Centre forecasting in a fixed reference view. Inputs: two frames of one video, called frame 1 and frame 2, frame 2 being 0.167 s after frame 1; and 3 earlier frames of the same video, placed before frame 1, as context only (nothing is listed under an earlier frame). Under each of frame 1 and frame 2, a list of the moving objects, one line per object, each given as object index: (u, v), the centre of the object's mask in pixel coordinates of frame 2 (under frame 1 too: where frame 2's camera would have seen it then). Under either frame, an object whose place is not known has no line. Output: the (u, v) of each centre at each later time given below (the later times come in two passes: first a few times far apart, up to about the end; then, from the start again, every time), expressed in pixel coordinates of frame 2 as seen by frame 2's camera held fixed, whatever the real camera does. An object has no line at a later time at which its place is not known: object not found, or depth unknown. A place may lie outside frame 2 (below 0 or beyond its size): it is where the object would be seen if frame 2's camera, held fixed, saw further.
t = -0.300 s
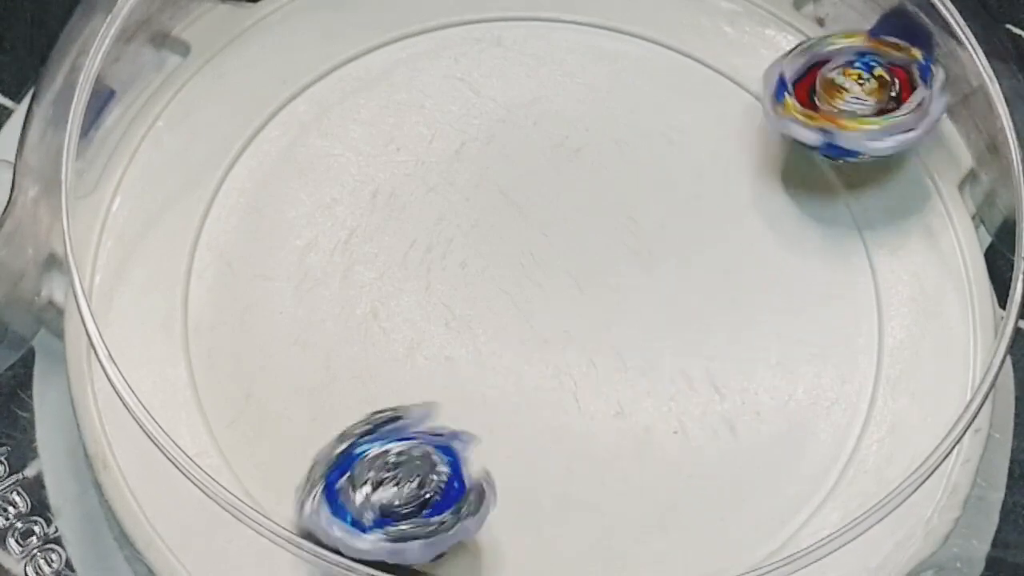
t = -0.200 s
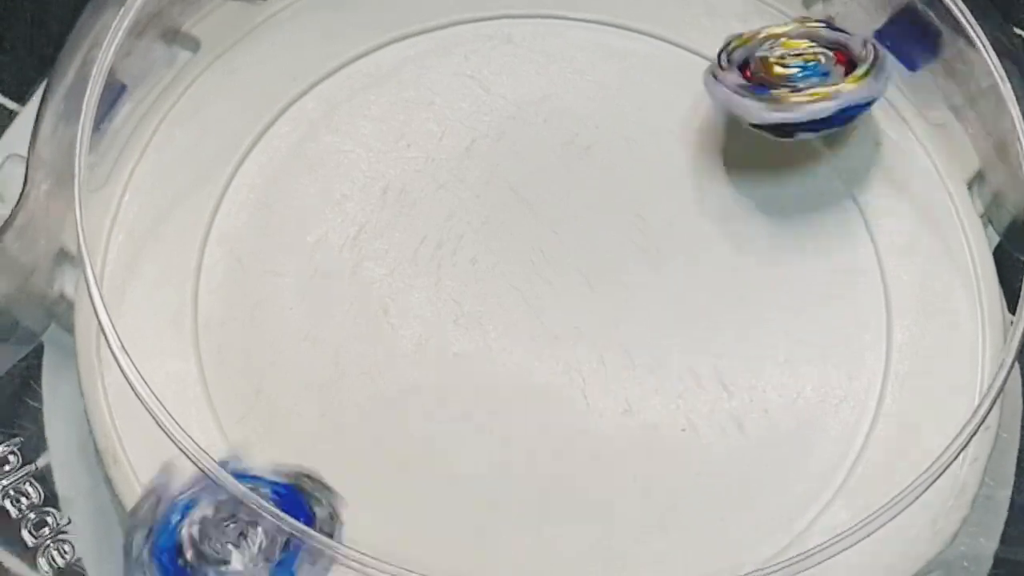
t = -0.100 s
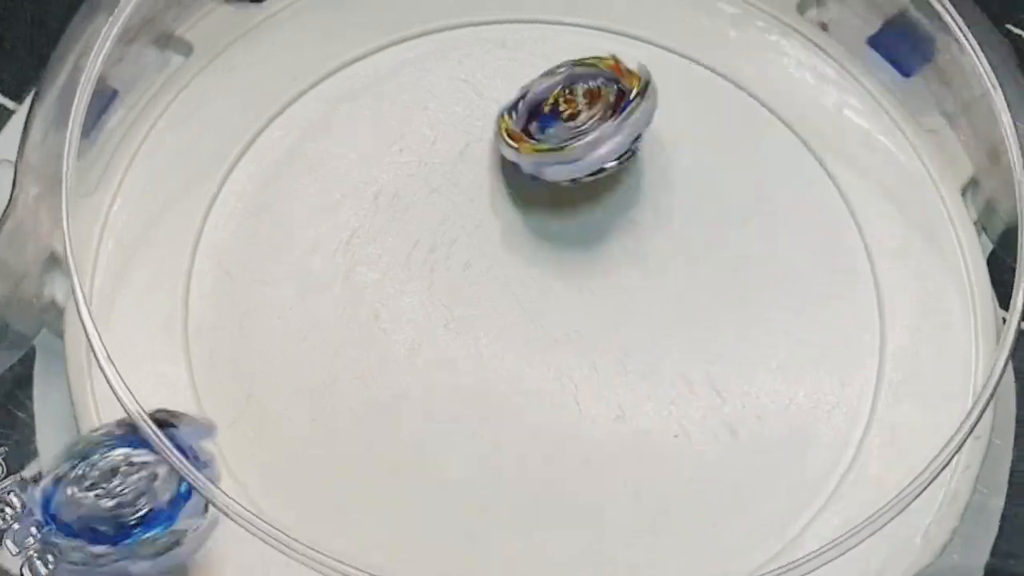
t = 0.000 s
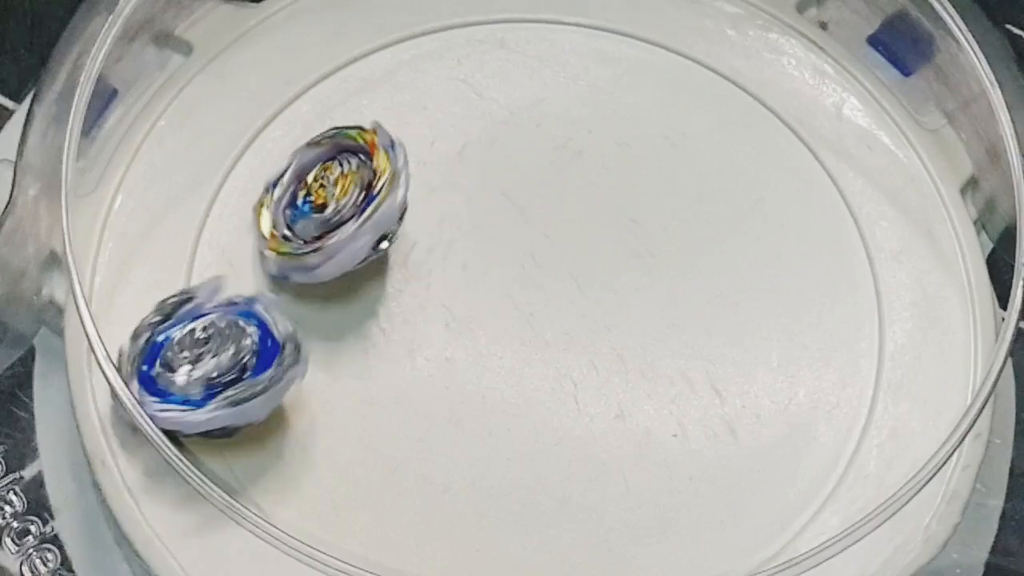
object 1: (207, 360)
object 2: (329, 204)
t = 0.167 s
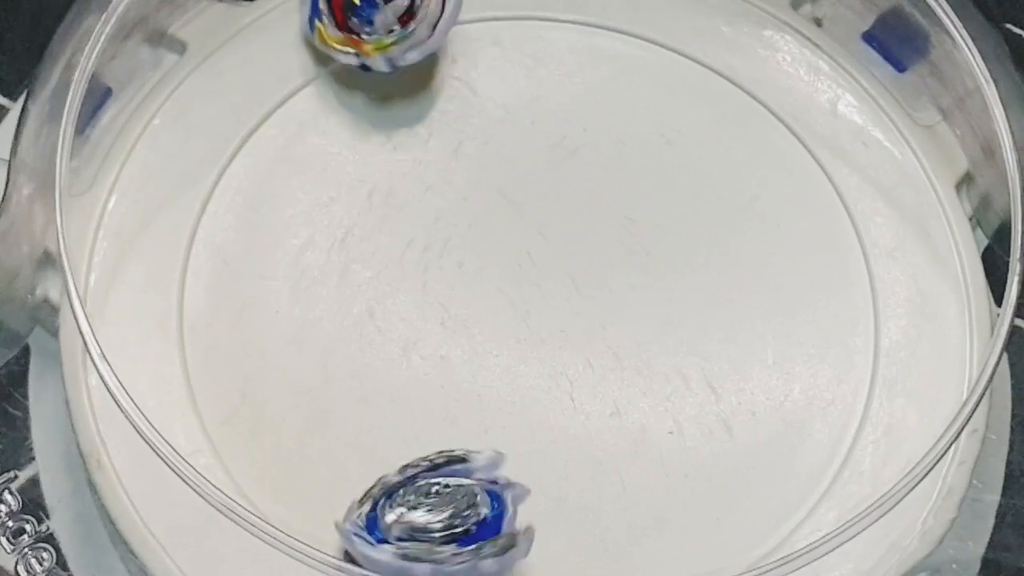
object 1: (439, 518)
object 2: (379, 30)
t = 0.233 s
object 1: (544, 515)
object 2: (431, 16)
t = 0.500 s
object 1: (812, 311)
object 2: (517, 157)
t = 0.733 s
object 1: (780, 204)
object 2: (488, 317)
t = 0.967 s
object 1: (552, 237)
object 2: (436, 392)
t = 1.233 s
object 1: (459, 224)
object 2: (344, 419)
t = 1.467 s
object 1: (415, 150)
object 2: (322, 357)
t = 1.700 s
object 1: (442, 119)
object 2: (371, 274)
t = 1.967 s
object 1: (551, 123)
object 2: (471, 295)
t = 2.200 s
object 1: (655, 105)
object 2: (510, 393)
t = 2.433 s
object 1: (700, 168)
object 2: (598, 399)
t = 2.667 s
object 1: (677, 198)
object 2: (555, 356)
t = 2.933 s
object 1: (608, 261)
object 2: (448, 339)
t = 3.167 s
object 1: (562, 305)
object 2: (354, 319)
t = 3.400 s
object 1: (545, 351)
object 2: (317, 280)
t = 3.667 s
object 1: (594, 375)
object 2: (338, 225)
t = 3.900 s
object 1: (607, 344)
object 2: (409, 230)
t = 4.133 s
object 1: (608, 341)
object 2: (410, 232)
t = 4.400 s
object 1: (605, 339)
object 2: (412, 232)
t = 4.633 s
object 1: (605, 340)
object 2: (415, 233)
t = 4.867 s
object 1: (607, 338)
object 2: (417, 233)
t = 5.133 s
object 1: (608, 333)
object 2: (420, 234)
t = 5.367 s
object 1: (605, 329)
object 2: (422, 235)
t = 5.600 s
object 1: (601, 328)
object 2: (424, 237)
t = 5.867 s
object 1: (601, 328)
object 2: (426, 239)
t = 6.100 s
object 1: (602, 326)
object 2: (428, 241)
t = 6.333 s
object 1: (603, 323)
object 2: (429, 242)
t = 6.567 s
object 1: (600, 320)
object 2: (431, 242)
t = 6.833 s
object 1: (599, 321)
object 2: (433, 244)
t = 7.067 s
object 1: (603, 320)
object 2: (431, 243)
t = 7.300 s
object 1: (608, 318)
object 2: (431, 241)
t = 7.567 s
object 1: (608, 314)
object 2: (431, 239)
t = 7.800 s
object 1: (606, 313)
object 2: (432, 239)
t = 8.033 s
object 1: (607, 314)
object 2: (432, 240)
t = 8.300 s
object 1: (611, 313)
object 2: (431, 241)
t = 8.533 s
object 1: (613, 310)
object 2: (431, 241)
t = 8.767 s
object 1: (612, 307)
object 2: (430, 241)
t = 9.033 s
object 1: (611, 308)
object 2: (430, 242)
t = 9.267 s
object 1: (613, 307)
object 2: (432, 241)
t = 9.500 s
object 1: (616, 303)
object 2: (433, 240)
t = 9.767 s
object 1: (616, 297)
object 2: (437, 240)
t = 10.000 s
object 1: (612, 296)
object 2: (439, 243)
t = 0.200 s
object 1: (489, 524)
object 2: (404, 23)
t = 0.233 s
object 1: (544, 515)
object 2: (431, 16)
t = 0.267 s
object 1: (578, 506)
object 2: (455, 18)
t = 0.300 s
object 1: (618, 480)
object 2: (474, 20)
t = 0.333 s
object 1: (647, 458)
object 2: (495, 33)
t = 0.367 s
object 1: (681, 425)
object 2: (505, 44)
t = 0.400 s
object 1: (712, 403)
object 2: (514, 62)
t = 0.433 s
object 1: (748, 367)
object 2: (518, 90)
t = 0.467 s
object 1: (779, 344)
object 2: (519, 124)
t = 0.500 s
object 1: (812, 311)
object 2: (517, 157)
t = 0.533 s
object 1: (833, 294)
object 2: (515, 190)
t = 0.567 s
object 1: (858, 263)
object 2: (512, 220)
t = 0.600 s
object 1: (852, 251)
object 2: (508, 246)
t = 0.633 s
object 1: (846, 234)
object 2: (503, 271)
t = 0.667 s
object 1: (824, 222)
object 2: (498, 290)
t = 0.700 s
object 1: (802, 216)
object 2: (494, 306)
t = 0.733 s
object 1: (780, 204)
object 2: (488, 317)
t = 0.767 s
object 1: (741, 202)
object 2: (481, 332)
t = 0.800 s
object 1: (708, 206)
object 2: (475, 344)
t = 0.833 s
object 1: (677, 209)
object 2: (469, 354)
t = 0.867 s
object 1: (647, 211)
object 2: (459, 364)
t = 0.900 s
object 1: (612, 216)
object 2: (451, 375)
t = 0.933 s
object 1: (578, 228)
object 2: (443, 385)
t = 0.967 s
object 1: (552, 237)
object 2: (436, 392)
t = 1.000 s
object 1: (529, 243)
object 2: (424, 400)
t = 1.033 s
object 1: (511, 244)
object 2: (412, 406)
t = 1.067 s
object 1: (493, 245)
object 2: (405, 411)
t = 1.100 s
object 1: (477, 247)
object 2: (391, 416)
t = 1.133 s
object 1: (468, 249)
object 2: (381, 418)
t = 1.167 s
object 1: (465, 245)
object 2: (369, 422)
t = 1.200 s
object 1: (464, 234)
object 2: (355, 420)
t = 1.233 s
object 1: (459, 224)
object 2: (344, 419)
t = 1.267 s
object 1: (452, 210)
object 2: (332, 418)
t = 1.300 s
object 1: (445, 200)
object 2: (324, 409)
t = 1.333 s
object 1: (438, 191)
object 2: (316, 403)
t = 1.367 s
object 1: (434, 180)
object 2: (312, 393)
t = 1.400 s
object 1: (428, 170)
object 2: (317, 382)
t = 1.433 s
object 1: (422, 159)
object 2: (318, 370)
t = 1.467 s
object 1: (415, 150)
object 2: (322, 357)
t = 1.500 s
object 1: (409, 141)
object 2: (331, 343)
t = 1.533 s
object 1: (407, 134)
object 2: (336, 328)
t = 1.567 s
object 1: (406, 127)
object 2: (343, 313)
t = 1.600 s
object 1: (413, 122)
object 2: (352, 299)
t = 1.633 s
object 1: (421, 123)
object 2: (358, 284)
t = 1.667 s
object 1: (432, 126)
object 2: (366, 271)
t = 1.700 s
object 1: (442, 119)
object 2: (371, 274)
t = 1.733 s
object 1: (455, 113)
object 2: (380, 278)
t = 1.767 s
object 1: (466, 114)
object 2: (393, 278)
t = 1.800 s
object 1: (479, 118)
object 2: (408, 278)
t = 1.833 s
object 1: (490, 124)
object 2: (429, 273)
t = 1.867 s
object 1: (503, 129)
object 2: (442, 272)
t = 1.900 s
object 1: (518, 131)
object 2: (454, 274)
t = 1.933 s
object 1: (530, 135)
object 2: (472, 278)
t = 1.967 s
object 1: (551, 123)
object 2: (471, 295)
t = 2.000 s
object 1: (576, 111)
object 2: (470, 321)
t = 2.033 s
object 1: (592, 107)
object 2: (474, 338)
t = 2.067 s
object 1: (608, 104)
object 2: (476, 349)
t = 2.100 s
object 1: (620, 103)
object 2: (484, 362)
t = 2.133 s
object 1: (634, 102)
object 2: (492, 372)
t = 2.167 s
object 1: (644, 104)
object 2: (498, 385)
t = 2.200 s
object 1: (655, 105)
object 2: (510, 393)
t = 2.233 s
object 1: (664, 109)
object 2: (519, 402)
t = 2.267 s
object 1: (674, 112)
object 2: (533, 412)
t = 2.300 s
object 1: (683, 119)
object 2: (547, 415)
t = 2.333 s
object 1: (691, 127)
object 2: (558, 417)
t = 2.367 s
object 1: (698, 140)
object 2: (576, 414)
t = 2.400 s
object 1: (700, 152)
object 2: (586, 406)
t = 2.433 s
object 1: (700, 168)
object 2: (598, 399)
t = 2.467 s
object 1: (696, 182)
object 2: (605, 385)
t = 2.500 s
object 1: (694, 198)
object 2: (605, 373)
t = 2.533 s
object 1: (688, 210)
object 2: (611, 354)
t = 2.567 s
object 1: (686, 214)
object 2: (603, 348)
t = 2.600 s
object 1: (683, 206)
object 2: (588, 352)
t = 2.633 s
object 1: (685, 200)
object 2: (567, 353)
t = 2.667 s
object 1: (677, 198)
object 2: (555, 356)
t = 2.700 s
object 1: (672, 203)
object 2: (540, 355)
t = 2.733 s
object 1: (666, 213)
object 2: (525, 356)
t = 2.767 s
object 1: (660, 223)
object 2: (513, 354)
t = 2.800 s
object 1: (649, 231)
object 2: (498, 352)
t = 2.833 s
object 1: (641, 239)
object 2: (487, 349)
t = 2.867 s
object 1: (629, 246)
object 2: (473, 347)
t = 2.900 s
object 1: (620, 253)
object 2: (463, 344)
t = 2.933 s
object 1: (608, 261)
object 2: (448, 339)
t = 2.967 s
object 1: (601, 267)
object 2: (435, 337)
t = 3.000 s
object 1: (589, 273)
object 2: (423, 332)
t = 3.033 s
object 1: (586, 278)
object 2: (402, 329)
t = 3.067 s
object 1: (582, 283)
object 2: (389, 325)
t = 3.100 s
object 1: (577, 289)
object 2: (375, 322)
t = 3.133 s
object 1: (567, 298)
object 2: (366, 322)
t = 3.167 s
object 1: (562, 305)
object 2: (354, 319)
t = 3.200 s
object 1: (553, 312)
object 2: (345, 317)
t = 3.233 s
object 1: (546, 319)
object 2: (340, 312)
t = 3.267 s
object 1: (537, 326)
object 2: (334, 312)
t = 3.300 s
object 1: (531, 331)
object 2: (336, 306)
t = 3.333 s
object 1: (522, 336)
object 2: (335, 302)
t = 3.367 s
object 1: (531, 343)
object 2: (328, 289)
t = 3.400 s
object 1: (545, 351)
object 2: (317, 280)
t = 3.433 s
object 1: (556, 356)
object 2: (310, 271)
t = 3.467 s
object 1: (558, 361)
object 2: (306, 268)
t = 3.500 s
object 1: (567, 366)
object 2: (304, 256)
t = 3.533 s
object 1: (570, 370)
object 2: (305, 251)
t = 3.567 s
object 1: (580, 373)
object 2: (308, 240)
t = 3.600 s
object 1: (583, 375)
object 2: (317, 235)
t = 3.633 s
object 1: (592, 375)
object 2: (325, 228)
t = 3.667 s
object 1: (594, 375)
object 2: (338, 225)
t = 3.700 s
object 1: (602, 373)
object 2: (347, 221)
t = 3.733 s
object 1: (601, 371)
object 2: (360, 221)
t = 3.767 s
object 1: (606, 366)
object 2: (370, 220)
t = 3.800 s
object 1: (605, 362)
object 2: (383, 223)
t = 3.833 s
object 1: (608, 355)
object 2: (393, 224)
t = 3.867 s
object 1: (604, 346)
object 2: (406, 229)
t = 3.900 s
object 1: (607, 344)
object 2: (409, 230)
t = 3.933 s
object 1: (607, 344)
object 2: (409, 231)
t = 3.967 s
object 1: (607, 344)
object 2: (409, 230)
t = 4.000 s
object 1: (607, 343)
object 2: (409, 231)
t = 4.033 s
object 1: (608, 343)
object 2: (410, 231)
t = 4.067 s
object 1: (608, 342)
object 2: (410, 232)
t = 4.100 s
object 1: (608, 342)
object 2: (410, 231)
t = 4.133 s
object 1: (608, 341)
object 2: (410, 232)
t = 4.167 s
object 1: (607, 341)
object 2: (411, 232)
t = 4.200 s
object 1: (607, 340)
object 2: (411, 231)
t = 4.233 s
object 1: (607, 340)
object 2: (411, 231)
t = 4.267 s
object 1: (607, 340)
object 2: (411, 232)
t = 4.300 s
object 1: (606, 340)
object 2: (412, 232)
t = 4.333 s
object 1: (605, 339)
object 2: (412, 232)
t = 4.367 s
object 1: (605, 339)
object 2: (412, 232)
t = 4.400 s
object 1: (605, 339)
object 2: (412, 232)
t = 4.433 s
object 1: (605, 339)
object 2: (412, 232)
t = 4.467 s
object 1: (605, 340)
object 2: (413, 232)
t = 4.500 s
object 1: (605, 340)
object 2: (413, 232)
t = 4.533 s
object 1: (605, 340)
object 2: (414, 232)
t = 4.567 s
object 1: (605, 340)
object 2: (414, 232)
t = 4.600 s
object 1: (605, 340)
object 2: (414, 232)
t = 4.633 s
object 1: (605, 340)
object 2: (415, 233)
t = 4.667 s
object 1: (605, 340)
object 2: (415, 233)
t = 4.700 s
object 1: (606, 340)
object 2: (415, 233)
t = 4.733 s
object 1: (606, 339)
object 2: (416, 233)
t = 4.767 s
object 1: (606, 339)
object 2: (416, 233)
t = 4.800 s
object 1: (607, 339)
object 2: (416, 233)
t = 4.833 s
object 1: (607, 339)
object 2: (416, 233)
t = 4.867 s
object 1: (607, 338)
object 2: (417, 233)
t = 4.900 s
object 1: (607, 337)
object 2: (417, 233)
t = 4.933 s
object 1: (608, 337)
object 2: (418, 233)
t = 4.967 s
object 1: (608, 337)
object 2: (418, 233)
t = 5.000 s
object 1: (608, 336)
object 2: (418, 233)
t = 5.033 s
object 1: (608, 335)
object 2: (418, 234)
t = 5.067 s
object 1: (608, 334)
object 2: (419, 234)
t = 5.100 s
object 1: (608, 333)
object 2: (419, 234)
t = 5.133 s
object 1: (608, 333)
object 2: (420, 234)
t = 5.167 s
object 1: (609, 332)
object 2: (420, 234)
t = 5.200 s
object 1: (608, 331)
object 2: (420, 235)
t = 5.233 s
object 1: (608, 331)
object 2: (421, 234)
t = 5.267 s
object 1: (607, 330)
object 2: (421, 235)
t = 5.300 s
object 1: (606, 329)
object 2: (421, 235)
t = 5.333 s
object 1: (605, 329)
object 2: (421, 235)
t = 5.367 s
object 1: (605, 329)
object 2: (422, 235)
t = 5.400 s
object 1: (605, 328)
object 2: (423, 236)
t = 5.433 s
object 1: (604, 328)
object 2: (423, 235)
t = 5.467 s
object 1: (603, 328)
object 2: (422, 236)
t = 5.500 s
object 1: (602, 327)
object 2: (423, 236)
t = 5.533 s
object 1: (602, 328)
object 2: (424, 237)
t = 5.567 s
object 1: (601, 328)
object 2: (424, 237)
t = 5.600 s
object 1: (601, 328)
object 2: (424, 237)
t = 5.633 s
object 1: (601, 328)
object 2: (424, 237)
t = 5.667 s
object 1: (601, 328)
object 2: (425, 237)
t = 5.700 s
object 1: (601, 328)
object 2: (425, 238)
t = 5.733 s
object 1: (601, 328)
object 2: (425, 238)
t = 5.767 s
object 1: (601, 328)
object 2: (426, 239)
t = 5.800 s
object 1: (601, 329)
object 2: (426, 239)
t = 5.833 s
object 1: (601, 328)
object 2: (426, 239)
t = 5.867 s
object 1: (601, 328)
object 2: (426, 239)
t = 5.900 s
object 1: (601, 328)
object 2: (426, 239)
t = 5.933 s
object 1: (601, 328)
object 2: (427, 239)
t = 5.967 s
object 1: (601, 328)
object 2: (427, 239)
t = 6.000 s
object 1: (602, 327)
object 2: (427, 240)
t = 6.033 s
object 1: (602, 327)
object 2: (428, 240)
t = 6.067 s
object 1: (602, 327)
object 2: (428, 240)
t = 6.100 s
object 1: (602, 326)
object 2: (428, 241)
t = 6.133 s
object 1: (602, 326)
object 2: (428, 241)
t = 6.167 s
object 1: (603, 326)
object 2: (428, 241)
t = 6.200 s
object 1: (603, 325)
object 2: (428, 241)
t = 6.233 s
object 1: (603, 325)
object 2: (429, 241)
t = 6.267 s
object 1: (603, 324)
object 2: (428, 241)
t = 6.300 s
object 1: (603, 324)
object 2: (429, 242)
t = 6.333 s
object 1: (603, 323)
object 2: (429, 242)
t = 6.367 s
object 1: (602, 322)
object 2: (429, 242)
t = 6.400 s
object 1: (602, 322)
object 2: (430, 242)
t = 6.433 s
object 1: (602, 322)
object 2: (430, 242)
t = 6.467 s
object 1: (601, 321)
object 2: (430, 242)
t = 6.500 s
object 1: (601, 321)
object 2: (430, 242)
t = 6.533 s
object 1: (601, 321)
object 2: (431, 242)
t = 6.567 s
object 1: (600, 320)
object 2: (431, 242)
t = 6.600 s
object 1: (600, 321)
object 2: (431, 242)
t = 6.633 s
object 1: (599, 321)
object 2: (432, 243)
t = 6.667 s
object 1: (599, 321)
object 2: (433, 243)
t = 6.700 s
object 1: (600, 321)
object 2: (432, 243)
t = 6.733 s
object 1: (599, 321)
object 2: (432, 243)
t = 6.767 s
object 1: (599, 321)
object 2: (432, 243)
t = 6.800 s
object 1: (599, 321)
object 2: (433, 243)
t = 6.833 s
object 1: (599, 321)
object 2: (433, 244)
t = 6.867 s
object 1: (599, 321)
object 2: (433, 244)
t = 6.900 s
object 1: (599, 321)
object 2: (433, 244)
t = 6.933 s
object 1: (600, 321)
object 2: (433, 244)
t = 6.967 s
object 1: (601, 321)
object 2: (432, 243)
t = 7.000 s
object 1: (601, 321)
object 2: (432, 243)
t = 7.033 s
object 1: (602, 321)
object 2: (431, 243)
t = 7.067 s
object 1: (603, 320)
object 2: (431, 243)
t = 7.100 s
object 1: (604, 320)
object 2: (431, 243)
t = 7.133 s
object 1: (605, 320)
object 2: (431, 243)
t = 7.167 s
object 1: (605, 320)
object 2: (431, 242)
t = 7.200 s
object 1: (606, 319)
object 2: (431, 242)
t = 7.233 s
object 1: (606, 318)
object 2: (431, 242)
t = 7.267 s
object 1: (607, 318)
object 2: (431, 242)
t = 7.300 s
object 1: (608, 318)
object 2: (431, 241)
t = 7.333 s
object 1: (608, 317)
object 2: (430, 241)
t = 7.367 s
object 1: (608, 316)
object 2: (430, 240)
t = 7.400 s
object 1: (609, 316)
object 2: (430, 240)
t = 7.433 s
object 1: (609, 315)
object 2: (431, 239)
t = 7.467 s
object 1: (609, 315)
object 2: (431, 239)
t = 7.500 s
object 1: (608, 314)
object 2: (431, 239)
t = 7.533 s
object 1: (608, 314)
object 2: (431, 239)
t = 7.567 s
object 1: (608, 314)
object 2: (431, 239)
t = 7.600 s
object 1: (608, 313)
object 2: (431, 239)
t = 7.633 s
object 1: (608, 313)
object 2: (431, 238)
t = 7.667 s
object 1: (607, 313)
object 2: (431, 238)
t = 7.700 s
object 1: (606, 313)
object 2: (432, 239)
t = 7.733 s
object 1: (606, 313)
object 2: (432, 239)
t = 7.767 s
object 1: (606, 313)
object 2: (433, 239)
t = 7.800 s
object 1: (606, 313)
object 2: (432, 239)
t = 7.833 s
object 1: (606, 313)
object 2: (432, 239)
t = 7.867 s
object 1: (606, 313)
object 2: (432, 239)
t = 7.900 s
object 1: (606, 314)
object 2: (432, 239)
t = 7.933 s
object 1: (606, 314)
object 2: (432, 239)
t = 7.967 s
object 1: (606, 314)
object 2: (432, 240)
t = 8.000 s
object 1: (606, 314)
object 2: (432, 239)
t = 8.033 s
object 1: (607, 314)
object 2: (432, 240)
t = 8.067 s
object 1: (608, 314)
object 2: (432, 240)
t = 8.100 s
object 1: (608, 314)
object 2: (432, 240)
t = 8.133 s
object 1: (608, 315)
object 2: (432, 240)
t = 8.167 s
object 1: (609, 314)
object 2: (432, 240)
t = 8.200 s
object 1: (609, 314)
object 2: (432, 241)
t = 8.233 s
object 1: (610, 314)
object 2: (432, 241)
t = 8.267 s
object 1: (611, 313)
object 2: (431, 241)
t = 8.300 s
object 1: (611, 313)
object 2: (431, 241)
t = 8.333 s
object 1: (611, 312)
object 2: (431, 241)
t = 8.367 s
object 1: (612, 312)
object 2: (431, 241)
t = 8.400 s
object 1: (612, 312)
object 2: (431, 241)
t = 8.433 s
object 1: (612, 312)
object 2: (430, 242)
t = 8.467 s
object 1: (612, 311)
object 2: (430, 241)
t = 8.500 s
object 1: (612, 311)
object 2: (430, 241)
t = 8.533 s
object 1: (613, 310)
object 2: (431, 241)
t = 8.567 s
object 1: (613, 309)
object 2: (431, 241)
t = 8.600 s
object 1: (612, 309)
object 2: (430, 241)
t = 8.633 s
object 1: (612, 308)
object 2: (430, 241)
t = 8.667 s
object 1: (613, 308)
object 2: (430, 241)
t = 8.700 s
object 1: (612, 308)
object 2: (430, 242)
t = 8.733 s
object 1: (612, 308)
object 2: (430, 241)
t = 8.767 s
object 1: (612, 307)
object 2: (430, 241)
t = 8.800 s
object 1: (611, 307)
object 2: (430, 241)
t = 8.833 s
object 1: (611, 307)
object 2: (430, 241)
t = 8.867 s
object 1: (610, 307)
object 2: (430, 241)
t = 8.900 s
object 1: (611, 307)
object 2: (430, 241)
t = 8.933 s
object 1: (610, 307)
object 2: (430, 241)
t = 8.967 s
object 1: (611, 308)
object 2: (430, 242)
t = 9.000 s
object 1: (611, 308)
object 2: (430, 242)
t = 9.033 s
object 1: (611, 308)
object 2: (430, 242)
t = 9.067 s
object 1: (611, 308)
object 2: (430, 241)
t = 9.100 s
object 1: (611, 308)
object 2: (430, 241)
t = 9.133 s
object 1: (612, 308)
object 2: (431, 241)
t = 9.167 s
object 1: (612, 308)
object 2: (431, 241)
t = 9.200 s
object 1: (613, 307)
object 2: (431, 241)
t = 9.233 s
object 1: (613, 307)
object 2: (431, 241)
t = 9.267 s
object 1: (613, 307)
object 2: (432, 241)
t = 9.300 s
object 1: (614, 307)
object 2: (432, 241)
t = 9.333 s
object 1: (614, 306)
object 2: (432, 241)
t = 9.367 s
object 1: (615, 305)
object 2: (432, 240)
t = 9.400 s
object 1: (615, 305)
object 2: (432, 241)
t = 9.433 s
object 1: (615, 304)
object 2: (432, 240)
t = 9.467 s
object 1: (615, 303)
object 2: (433, 240)
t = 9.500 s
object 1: (616, 303)
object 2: (433, 240)
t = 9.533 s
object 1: (616, 302)
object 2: (433, 240)
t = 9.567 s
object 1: (616, 302)
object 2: (434, 240)
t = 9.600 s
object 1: (617, 301)
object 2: (435, 240)
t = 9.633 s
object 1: (617, 300)
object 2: (435, 240)
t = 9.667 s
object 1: (616, 299)
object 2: (435, 240)
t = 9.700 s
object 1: (617, 299)
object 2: (435, 241)
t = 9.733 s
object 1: (616, 298)
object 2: (436, 241)
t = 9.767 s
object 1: (616, 297)
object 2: (437, 240)
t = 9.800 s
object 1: (615, 297)
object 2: (437, 241)
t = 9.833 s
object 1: (615, 297)
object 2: (438, 242)
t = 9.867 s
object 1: (615, 296)
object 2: (438, 242)
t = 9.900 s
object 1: (614, 296)
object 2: (439, 242)
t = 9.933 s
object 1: (613, 296)
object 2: (439, 243)
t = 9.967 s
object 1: (612, 296)
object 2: (439, 243)
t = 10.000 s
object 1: (612, 296)
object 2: (439, 243)
